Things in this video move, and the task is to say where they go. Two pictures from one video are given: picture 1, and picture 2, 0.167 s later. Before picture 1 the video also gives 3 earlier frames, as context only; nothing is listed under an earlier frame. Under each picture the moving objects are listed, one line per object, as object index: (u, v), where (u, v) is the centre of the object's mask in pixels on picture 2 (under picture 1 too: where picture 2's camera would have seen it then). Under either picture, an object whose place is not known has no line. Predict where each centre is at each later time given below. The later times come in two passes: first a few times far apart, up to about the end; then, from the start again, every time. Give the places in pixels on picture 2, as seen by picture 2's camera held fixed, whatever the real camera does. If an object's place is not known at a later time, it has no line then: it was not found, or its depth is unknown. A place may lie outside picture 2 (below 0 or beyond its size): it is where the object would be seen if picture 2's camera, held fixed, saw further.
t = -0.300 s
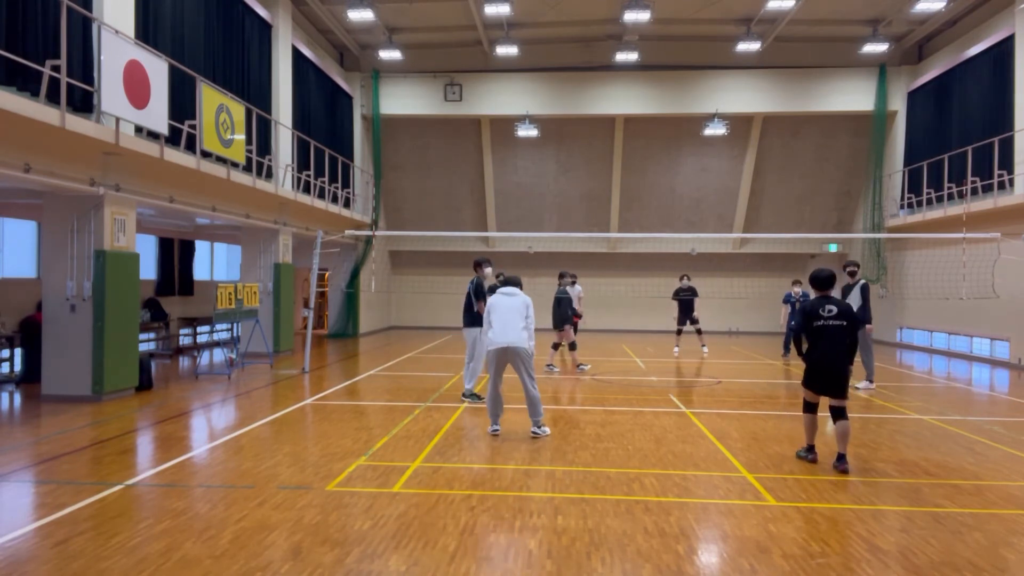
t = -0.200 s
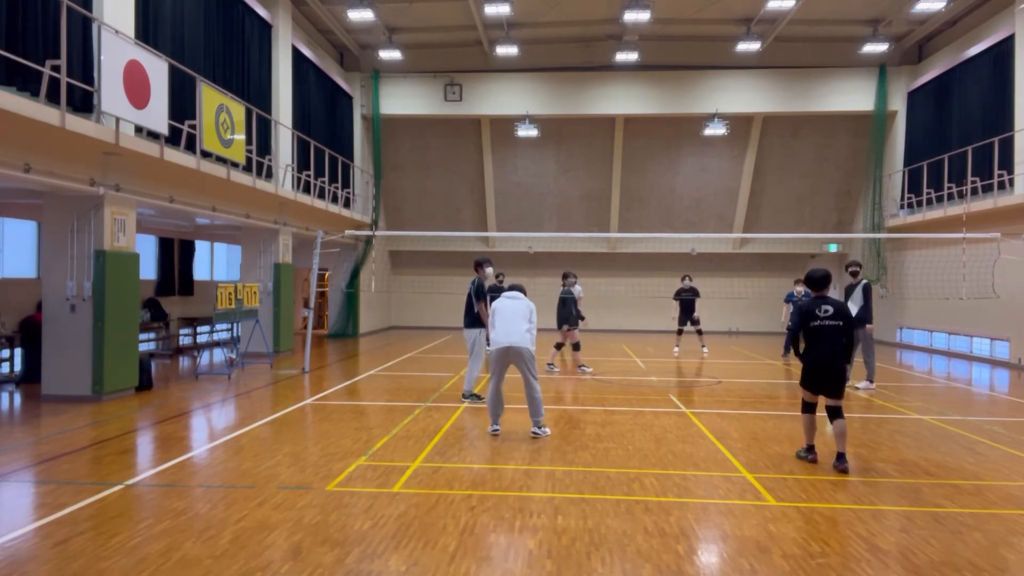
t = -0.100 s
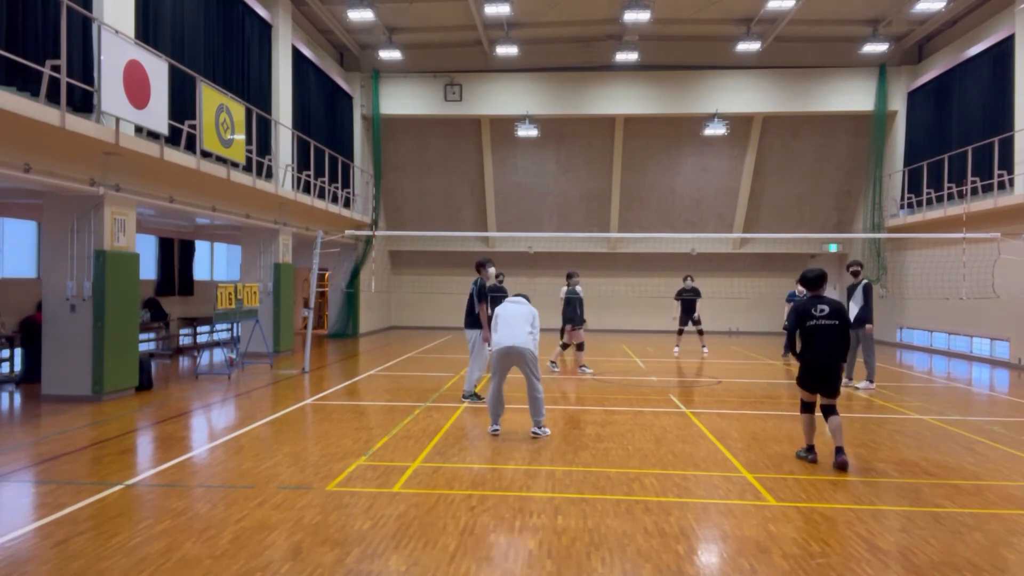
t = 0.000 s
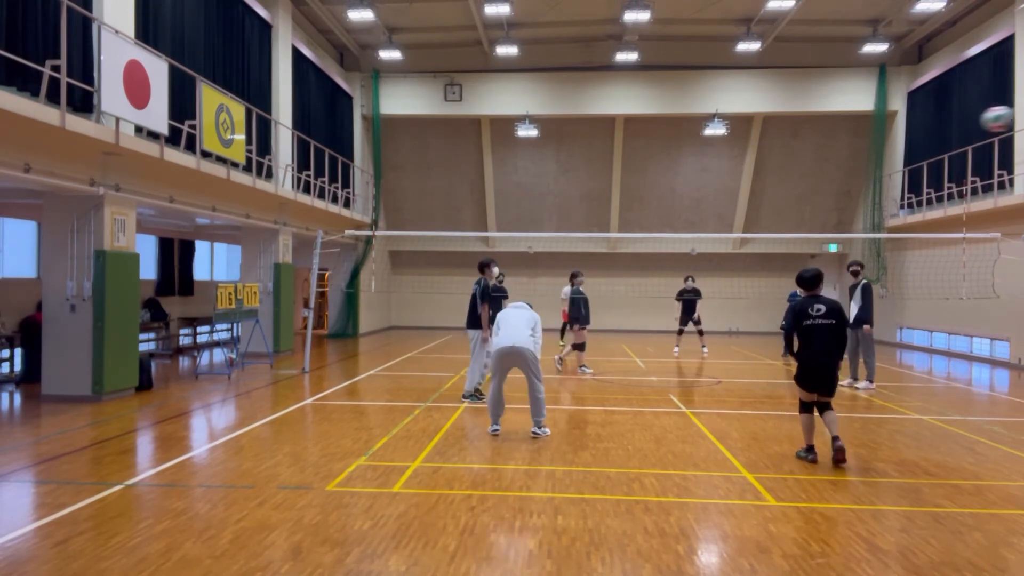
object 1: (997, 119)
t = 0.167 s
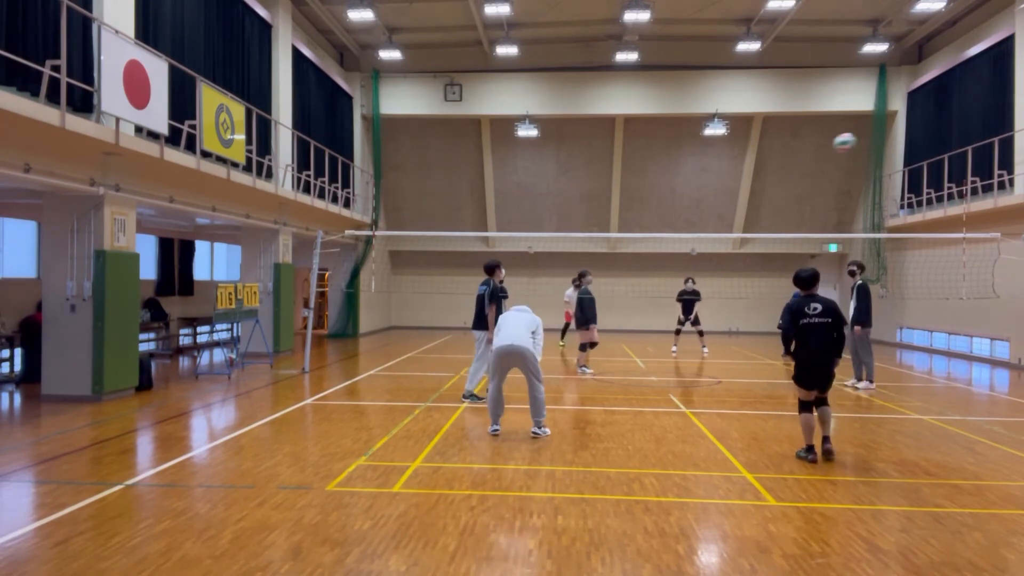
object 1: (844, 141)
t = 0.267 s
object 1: (787, 159)
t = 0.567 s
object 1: (692, 217)
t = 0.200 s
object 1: (823, 147)
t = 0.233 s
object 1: (804, 152)
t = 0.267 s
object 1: (787, 159)
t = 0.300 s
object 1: (773, 165)
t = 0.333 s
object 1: (759, 172)
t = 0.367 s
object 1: (747, 178)
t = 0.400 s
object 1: (735, 184)
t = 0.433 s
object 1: (725, 190)
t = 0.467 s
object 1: (716, 197)
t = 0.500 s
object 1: (707, 204)
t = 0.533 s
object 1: (699, 210)
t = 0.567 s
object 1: (692, 217)
